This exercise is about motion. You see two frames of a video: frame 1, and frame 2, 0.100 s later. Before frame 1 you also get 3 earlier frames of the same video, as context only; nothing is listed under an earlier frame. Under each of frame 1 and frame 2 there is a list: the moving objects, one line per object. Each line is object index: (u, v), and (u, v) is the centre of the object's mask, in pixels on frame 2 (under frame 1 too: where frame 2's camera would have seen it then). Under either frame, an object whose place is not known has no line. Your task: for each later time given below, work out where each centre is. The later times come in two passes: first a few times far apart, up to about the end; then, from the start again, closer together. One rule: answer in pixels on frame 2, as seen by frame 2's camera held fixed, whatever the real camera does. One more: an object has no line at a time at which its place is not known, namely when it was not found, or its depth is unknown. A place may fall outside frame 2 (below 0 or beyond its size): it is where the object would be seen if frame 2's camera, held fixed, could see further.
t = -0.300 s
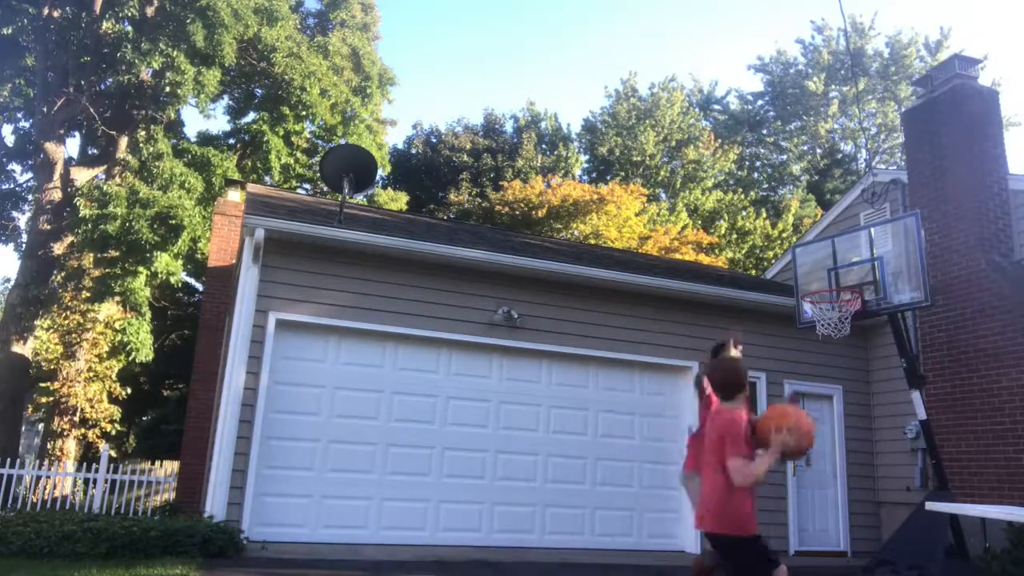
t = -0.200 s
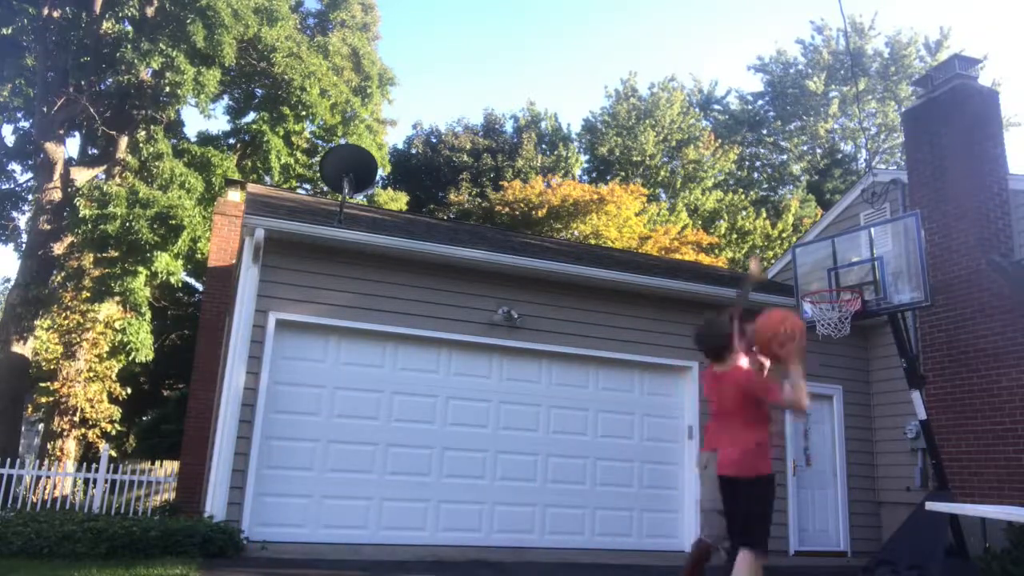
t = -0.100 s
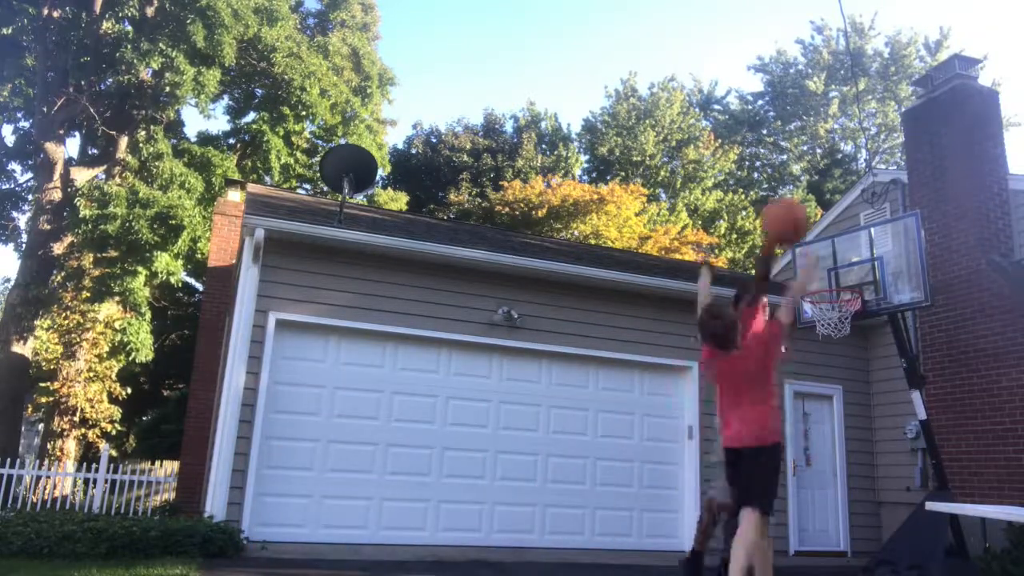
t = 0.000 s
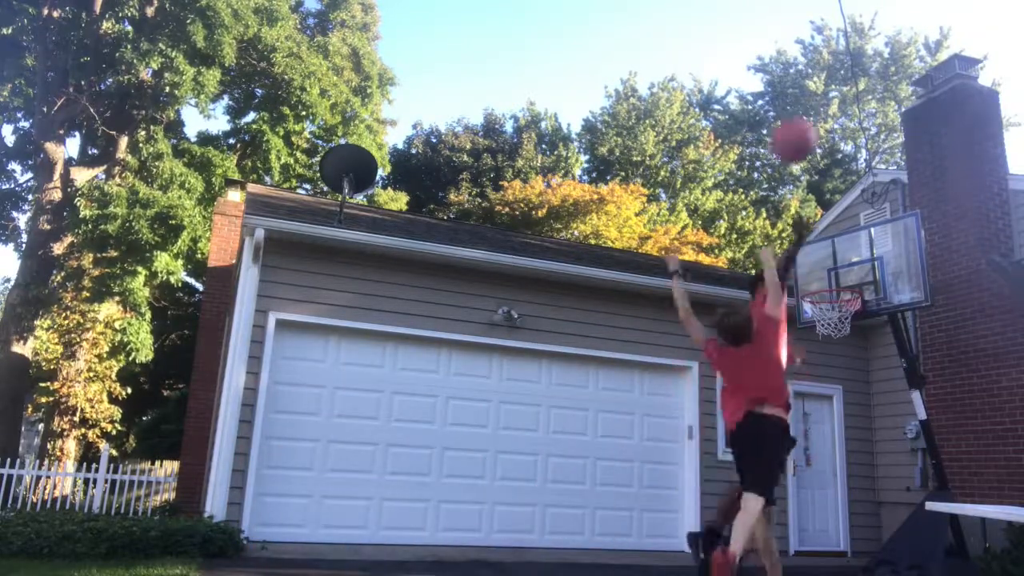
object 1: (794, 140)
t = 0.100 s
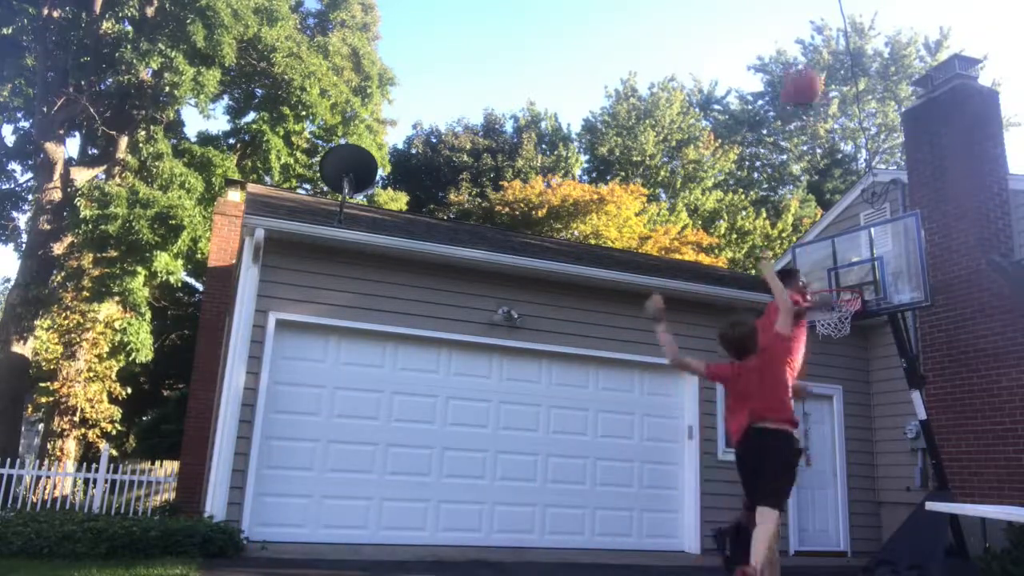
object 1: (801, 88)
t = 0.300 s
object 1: (814, 46)
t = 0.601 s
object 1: (834, 86)
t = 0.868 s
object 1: (854, 190)
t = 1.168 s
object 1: (878, 252)
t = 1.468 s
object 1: (870, 235)
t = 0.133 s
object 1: (803, 77)
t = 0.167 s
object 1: (804, 69)
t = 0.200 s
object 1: (807, 60)
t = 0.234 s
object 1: (809, 54)
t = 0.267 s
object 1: (812, 49)
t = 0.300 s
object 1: (814, 46)
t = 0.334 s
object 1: (816, 45)
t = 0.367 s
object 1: (817, 45)
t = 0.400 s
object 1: (819, 46)
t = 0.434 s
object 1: (821, 51)
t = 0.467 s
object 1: (822, 54)
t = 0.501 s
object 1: (825, 60)
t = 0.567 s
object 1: (832, 76)
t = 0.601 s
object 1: (834, 86)
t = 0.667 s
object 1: (840, 104)
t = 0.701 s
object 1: (841, 115)
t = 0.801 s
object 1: (848, 158)
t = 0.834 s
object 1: (850, 172)
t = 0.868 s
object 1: (854, 190)
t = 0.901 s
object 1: (856, 206)
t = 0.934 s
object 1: (859, 225)
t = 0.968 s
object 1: (859, 243)
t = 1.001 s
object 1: (861, 262)
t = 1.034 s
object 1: (866, 282)
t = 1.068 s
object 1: (874, 278)
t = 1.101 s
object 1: (881, 269)
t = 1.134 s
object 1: (880, 259)
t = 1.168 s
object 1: (878, 252)
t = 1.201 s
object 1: (877, 245)
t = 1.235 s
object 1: (876, 240)
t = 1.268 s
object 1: (874, 236)
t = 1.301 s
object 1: (873, 232)
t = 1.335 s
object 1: (873, 231)
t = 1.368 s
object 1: (872, 230)
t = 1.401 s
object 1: (872, 231)
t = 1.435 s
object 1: (871, 232)
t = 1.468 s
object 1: (870, 235)
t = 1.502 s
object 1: (870, 240)
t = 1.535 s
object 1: (870, 246)
